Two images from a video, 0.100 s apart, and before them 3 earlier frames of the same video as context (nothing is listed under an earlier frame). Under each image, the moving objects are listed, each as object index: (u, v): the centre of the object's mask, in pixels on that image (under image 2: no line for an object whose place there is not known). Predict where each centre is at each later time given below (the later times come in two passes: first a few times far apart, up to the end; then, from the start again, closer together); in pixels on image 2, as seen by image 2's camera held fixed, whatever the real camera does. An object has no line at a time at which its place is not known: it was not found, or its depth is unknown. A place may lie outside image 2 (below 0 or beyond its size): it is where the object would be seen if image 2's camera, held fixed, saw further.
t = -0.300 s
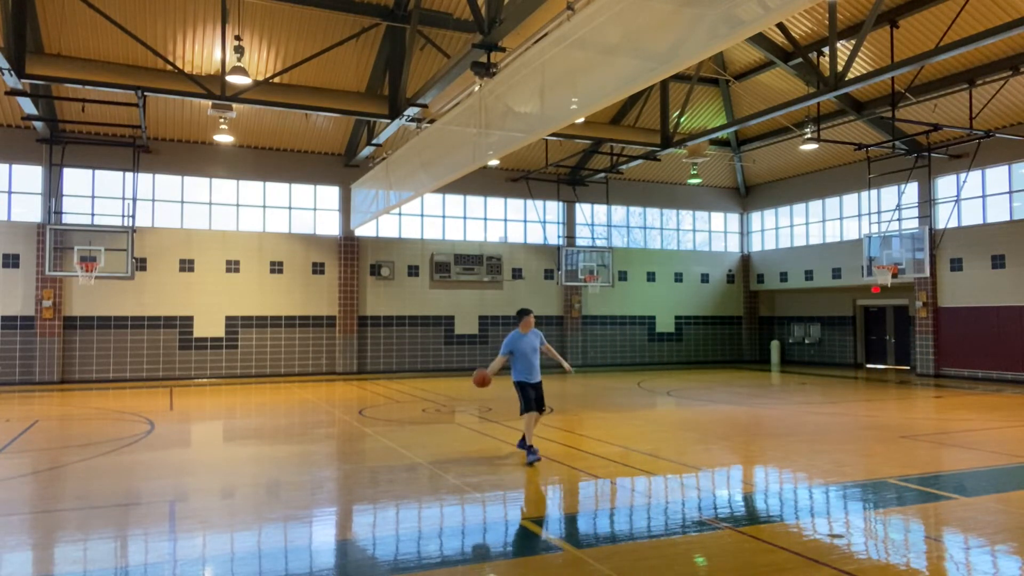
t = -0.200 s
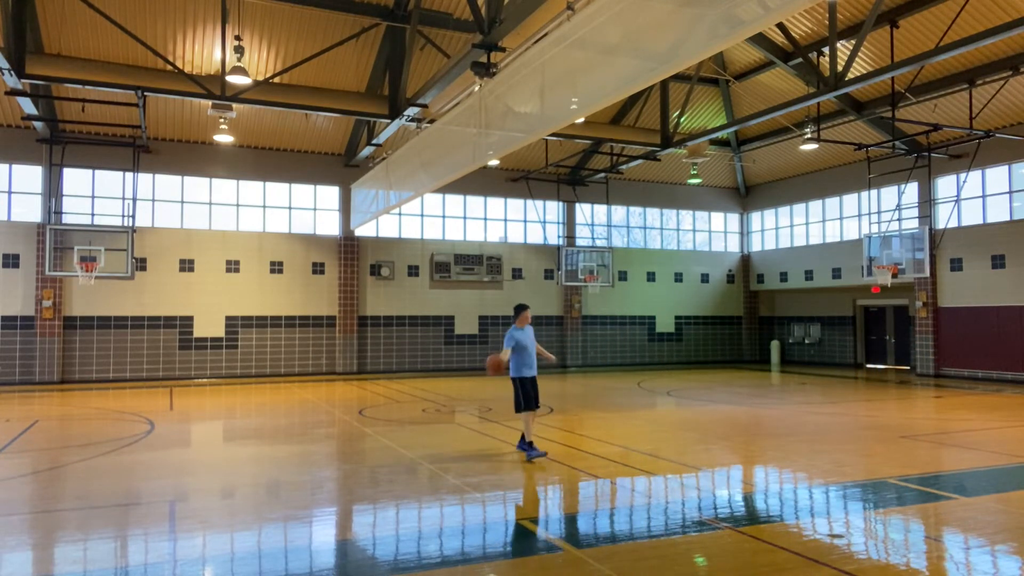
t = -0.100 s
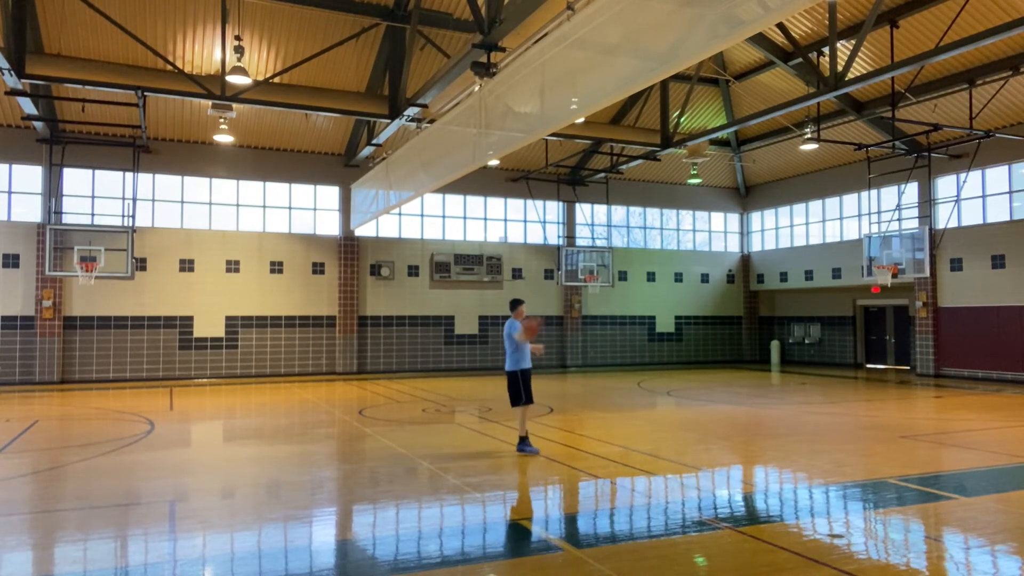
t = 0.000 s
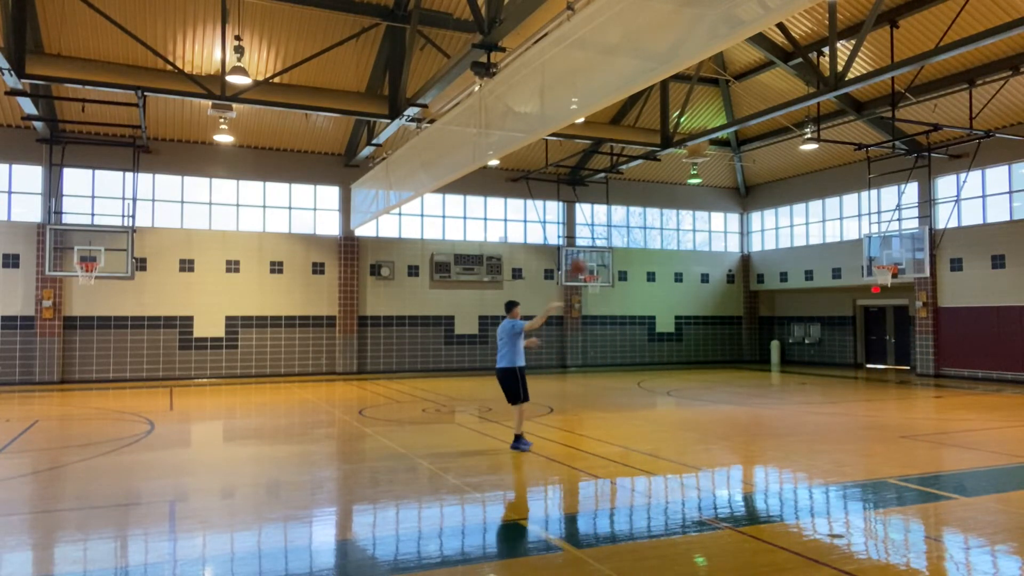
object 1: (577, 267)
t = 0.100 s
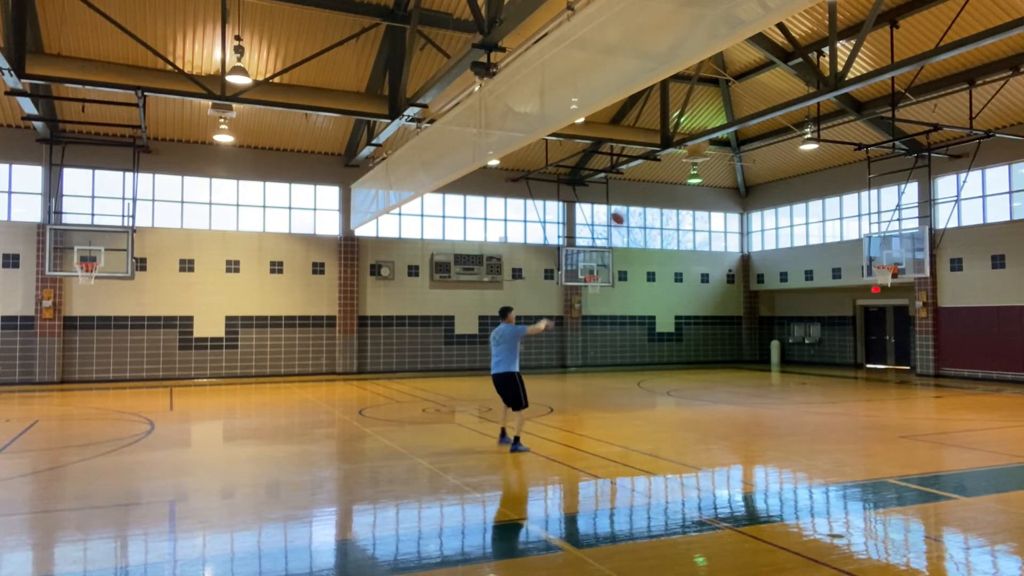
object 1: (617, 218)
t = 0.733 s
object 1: (779, 130)
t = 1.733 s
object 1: (875, 307)
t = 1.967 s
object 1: (867, 358)
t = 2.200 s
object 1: (858, 362)
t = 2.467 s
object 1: (849, 329)
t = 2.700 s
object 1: (841, 324)
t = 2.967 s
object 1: (833, 348)
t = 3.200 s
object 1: (825, 393)
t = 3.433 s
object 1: (816, 363)
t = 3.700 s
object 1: (807, 358)
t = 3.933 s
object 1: (799, 380)
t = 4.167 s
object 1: (791, 381)
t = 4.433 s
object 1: (782, 376)
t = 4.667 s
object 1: (775, 400)
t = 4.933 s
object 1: (766, 386)
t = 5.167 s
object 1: (760, 402)
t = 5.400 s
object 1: (753, 394)
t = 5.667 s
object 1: (745, 401)
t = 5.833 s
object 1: (740, 402)
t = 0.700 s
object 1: (774, 128)
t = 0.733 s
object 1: (779, 130)
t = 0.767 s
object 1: (786, 132)
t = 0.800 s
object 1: (791, 133)
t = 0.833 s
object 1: (797, 137)
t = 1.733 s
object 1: (875, 307)
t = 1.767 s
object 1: (874, 311)
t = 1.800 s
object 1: (873, 318)
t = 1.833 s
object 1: (871, 325)
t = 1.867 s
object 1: (870, 333)
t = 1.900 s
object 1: (869, 341)
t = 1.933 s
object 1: (867, 350)
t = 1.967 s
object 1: (867, 358)
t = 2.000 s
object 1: (865, 367)
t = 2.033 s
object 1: (864, 377)
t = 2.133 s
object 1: (861, 374)
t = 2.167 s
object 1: (859, 367)
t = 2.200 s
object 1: (858, 362)
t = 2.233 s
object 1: (857, 356)
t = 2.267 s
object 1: (856, 350)
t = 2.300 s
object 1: (855, 346)
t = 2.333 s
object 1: (853, 341)
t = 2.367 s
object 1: (852, 337)
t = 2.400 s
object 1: (851, 334)
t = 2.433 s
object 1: (850, 331)
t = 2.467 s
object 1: (849, 329)
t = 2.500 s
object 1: (847, 326)
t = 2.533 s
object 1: (846, 325)
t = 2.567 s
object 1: (845, 324)
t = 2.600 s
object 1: (844, 323)
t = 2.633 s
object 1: (843, 323)
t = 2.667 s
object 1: (842, 323)
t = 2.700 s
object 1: (841, 324)
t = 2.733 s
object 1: (840, 325)
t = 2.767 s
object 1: (838, 327)
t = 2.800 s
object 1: (838, 329)
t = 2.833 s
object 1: (836, 332)
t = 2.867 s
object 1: (835, 335)
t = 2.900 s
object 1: (834, 339)
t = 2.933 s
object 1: (833, 343)
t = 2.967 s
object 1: (833, 348)
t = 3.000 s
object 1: (832, 353)
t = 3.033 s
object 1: (830, 359)
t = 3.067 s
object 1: (829, 365)
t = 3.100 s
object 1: (829, 370)
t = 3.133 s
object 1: (827, 378)
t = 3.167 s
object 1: (826, 387)
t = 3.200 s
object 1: (825, 393)
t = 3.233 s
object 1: (824, 388)
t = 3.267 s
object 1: (823, 382)
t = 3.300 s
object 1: (822, 377)
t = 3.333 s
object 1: (821, 372)
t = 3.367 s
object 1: (819, 369)
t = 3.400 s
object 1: (818, 366)
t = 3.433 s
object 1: (816, 363)
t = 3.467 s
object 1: (815, 361)
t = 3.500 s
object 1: (814, 359)
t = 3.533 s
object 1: (813, 357)
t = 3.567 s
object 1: (811, 357)
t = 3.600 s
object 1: (810, 356)
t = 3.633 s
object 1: (809, 357)
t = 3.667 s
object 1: (808, 357)
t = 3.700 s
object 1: (807, 358)
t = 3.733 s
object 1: (806, 360)
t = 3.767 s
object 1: (805, 362)
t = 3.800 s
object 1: (804, 364)
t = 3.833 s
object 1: (802, 368)
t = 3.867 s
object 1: (801, 371)
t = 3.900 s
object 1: (800, 375)
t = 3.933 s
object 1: (799, 380)
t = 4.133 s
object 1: (792, 385)
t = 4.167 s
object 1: (791, 381)
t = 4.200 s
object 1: (790, 379)
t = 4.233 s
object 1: (789, 377)
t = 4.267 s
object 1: (787, 375)
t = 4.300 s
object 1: (786, 375)
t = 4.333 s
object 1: (785, 374)
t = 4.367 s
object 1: (784, 374)
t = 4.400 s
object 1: (783, 375)
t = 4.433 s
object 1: (782, 376)
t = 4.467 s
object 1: (781, 378)
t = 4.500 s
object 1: (779, 380)
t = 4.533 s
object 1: (779, 383)
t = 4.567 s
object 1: (778, 386)
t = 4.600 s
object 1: (777, 390)
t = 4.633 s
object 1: (776, 394)
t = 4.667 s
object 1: (775, 400)
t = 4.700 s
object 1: (774, 398)
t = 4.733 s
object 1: (773, 394)
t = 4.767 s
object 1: (772, 391)
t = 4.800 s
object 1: (770, 389)
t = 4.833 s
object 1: (770, 388)
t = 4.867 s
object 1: (769, 387)
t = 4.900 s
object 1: (768, 386)
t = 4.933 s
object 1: (766, 386)
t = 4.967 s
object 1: (766, 386)
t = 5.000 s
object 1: (765, 387)
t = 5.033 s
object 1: (764, 389)
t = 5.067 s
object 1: (762, 391)
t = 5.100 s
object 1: (761, 394)
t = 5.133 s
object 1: (761, 398)
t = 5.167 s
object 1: (760, 402)
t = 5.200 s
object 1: (759, 402)
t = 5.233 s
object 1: (758, 399)
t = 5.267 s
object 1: (757, 397)
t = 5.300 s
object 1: (755, 395)
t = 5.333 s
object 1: (754, 394)
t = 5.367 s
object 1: (754, 394)
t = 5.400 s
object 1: (753, 394)
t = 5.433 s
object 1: (752, 395)
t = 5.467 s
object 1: (751, 396)
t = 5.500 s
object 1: (750, 398)
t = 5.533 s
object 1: (749, 400)
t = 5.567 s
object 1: (747, 404)
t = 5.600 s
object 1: (746, 405)
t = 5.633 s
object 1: (745, 402)
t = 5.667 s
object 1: (745, 401)
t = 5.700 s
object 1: (744, 400)
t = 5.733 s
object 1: (743, 400)
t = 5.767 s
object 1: (742, 400)
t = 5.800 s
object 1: (741, 400)
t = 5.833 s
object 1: (740, 402)
